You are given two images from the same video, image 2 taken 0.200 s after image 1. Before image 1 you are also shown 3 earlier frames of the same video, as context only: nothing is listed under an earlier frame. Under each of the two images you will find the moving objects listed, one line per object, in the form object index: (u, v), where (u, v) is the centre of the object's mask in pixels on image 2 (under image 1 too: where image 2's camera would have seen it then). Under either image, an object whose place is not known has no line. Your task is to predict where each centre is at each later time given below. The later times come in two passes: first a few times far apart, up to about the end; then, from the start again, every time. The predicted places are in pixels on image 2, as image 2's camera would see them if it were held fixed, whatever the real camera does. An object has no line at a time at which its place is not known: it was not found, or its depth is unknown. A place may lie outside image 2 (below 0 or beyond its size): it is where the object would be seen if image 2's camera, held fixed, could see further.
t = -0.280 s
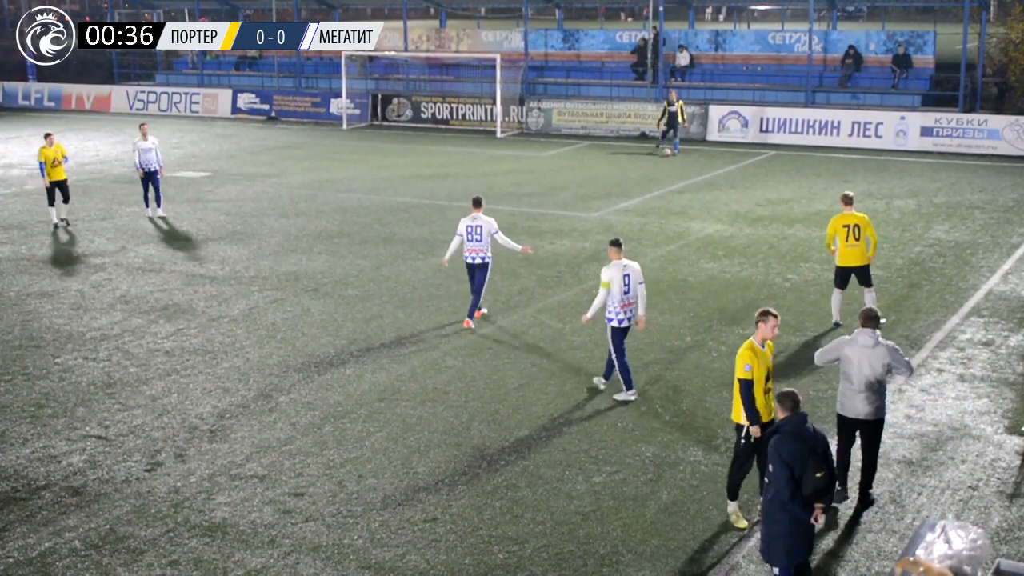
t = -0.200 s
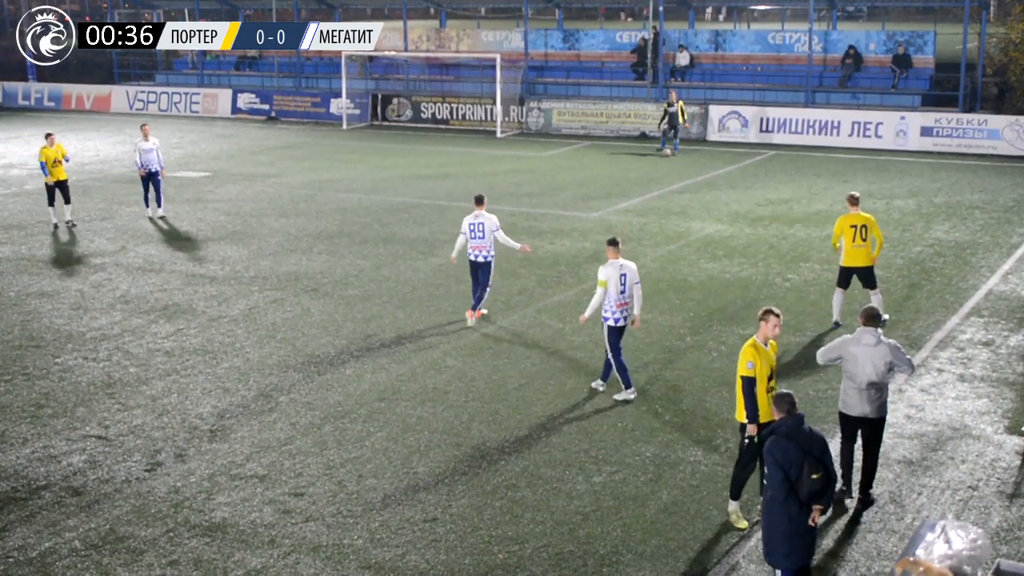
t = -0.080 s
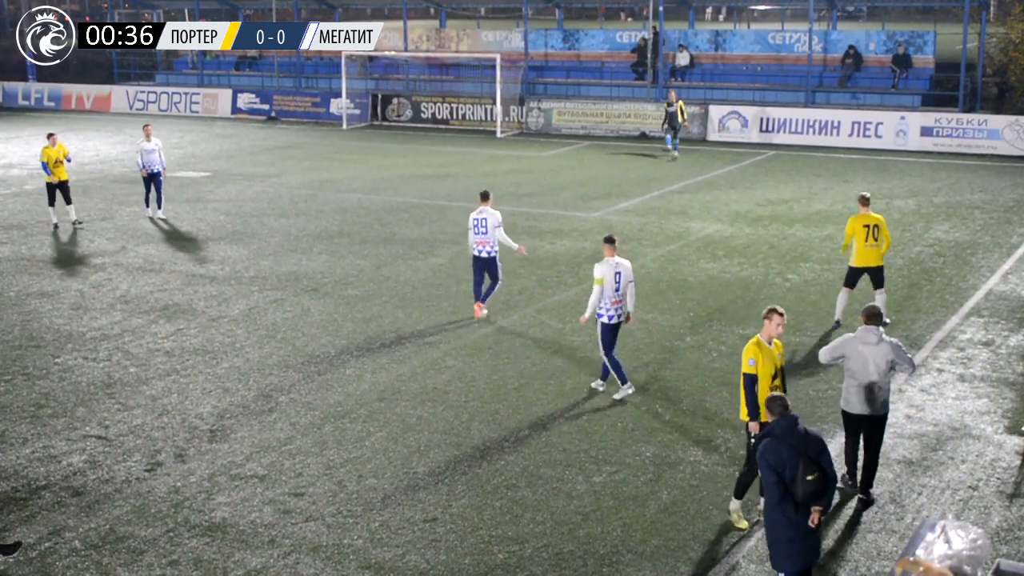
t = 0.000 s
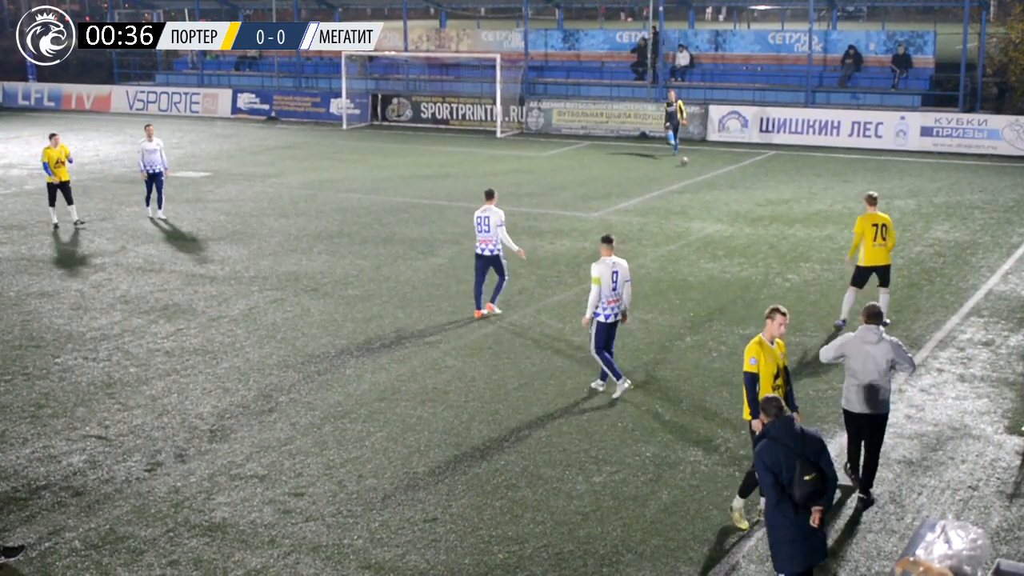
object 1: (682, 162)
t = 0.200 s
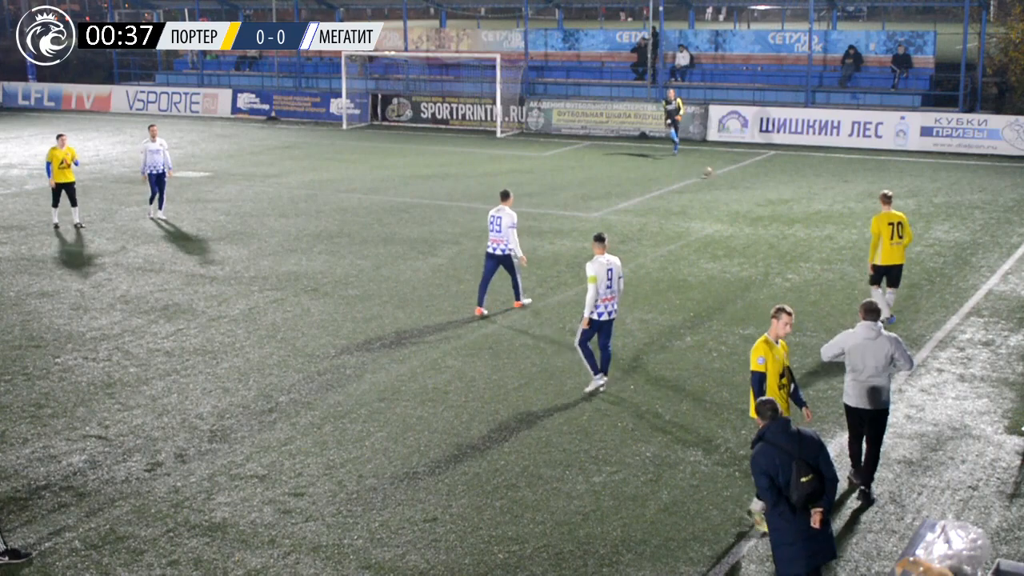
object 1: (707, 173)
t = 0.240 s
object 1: (710, 176)
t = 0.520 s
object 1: (742, 191)
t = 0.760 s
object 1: (768, 204)
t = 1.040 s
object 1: (800, 218)
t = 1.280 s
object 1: (829, 232)
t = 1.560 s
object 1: (868, 250)
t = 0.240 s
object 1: (710, 176)
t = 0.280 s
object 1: (715, 178)
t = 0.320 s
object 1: (719, 179)
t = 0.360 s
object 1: (723, 181)
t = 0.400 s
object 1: (728, 184)
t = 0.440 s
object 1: (733, 186)
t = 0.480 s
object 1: (738, 189)
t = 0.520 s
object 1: (742, 191)
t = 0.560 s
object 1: (746, 193)
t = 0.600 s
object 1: (750, 195)
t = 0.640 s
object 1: (755, 198)
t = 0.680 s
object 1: (760, 200)
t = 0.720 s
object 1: (764, 202)
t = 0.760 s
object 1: (768, 204)
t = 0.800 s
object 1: (772, 205)
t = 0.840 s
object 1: (777, 208)
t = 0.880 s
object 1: (782, 210)
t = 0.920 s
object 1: (786, 212)
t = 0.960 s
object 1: (791, 214)
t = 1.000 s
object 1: (796, 216)
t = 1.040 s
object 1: (800, 218)
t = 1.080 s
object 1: (805, 220)
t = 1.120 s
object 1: (810, 223)
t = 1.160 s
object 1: (815, 225)
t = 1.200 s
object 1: (820, 228)
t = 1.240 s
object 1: (825, 230)
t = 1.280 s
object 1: (829, 232)
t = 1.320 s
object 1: (835, 235)
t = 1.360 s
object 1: (841, 238)
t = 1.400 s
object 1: (846, 240)
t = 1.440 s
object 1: (851, 242)
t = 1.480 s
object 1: (856, 245)
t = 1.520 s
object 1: (862, 248)
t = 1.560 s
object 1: (868, 250)
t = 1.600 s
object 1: (873, 252)
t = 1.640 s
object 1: (879, 254)
